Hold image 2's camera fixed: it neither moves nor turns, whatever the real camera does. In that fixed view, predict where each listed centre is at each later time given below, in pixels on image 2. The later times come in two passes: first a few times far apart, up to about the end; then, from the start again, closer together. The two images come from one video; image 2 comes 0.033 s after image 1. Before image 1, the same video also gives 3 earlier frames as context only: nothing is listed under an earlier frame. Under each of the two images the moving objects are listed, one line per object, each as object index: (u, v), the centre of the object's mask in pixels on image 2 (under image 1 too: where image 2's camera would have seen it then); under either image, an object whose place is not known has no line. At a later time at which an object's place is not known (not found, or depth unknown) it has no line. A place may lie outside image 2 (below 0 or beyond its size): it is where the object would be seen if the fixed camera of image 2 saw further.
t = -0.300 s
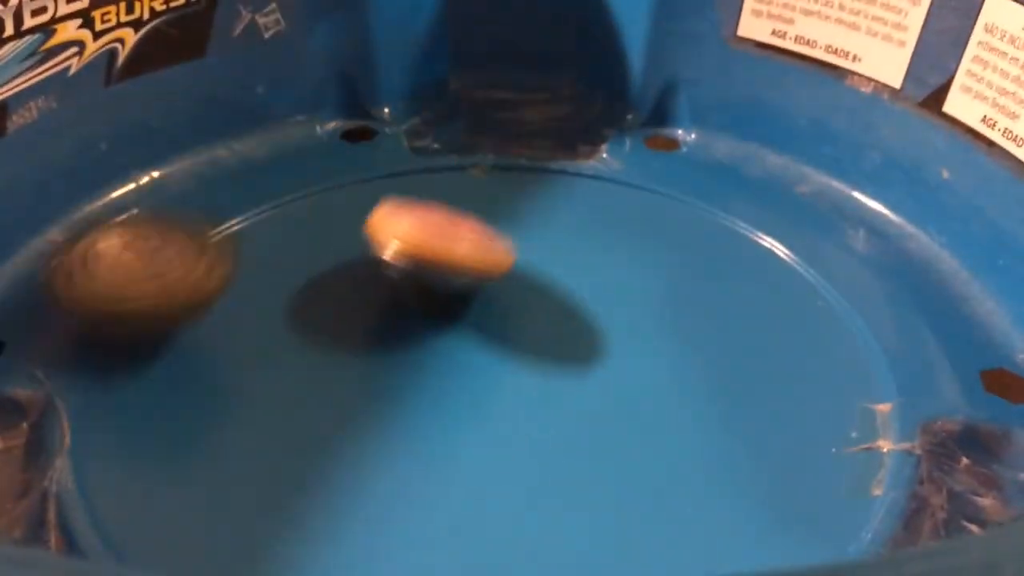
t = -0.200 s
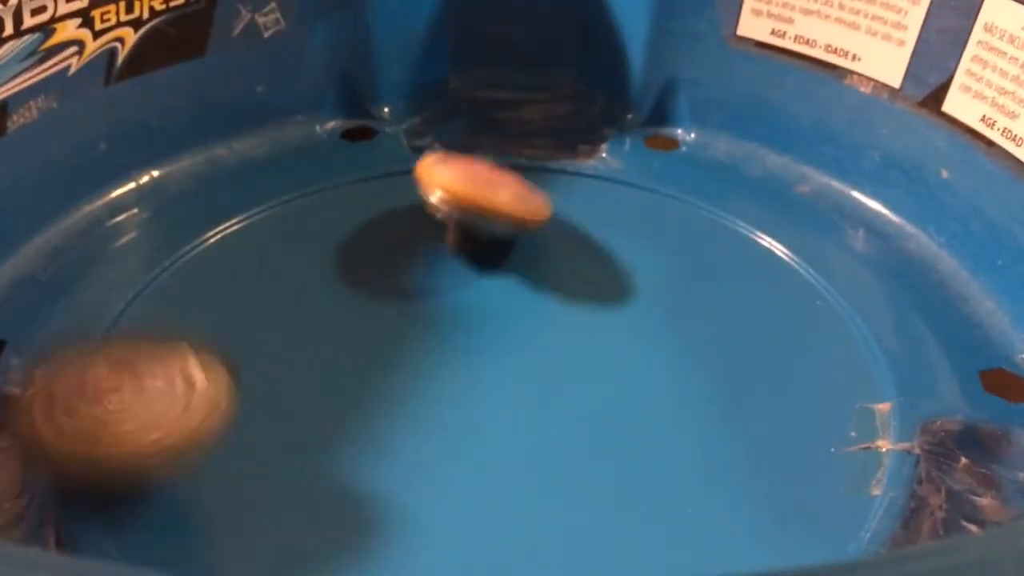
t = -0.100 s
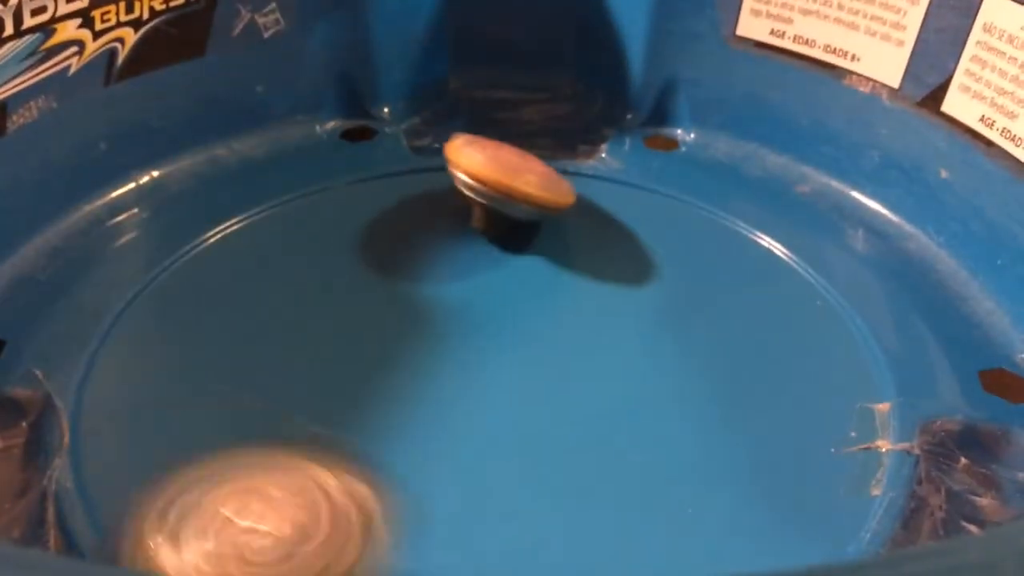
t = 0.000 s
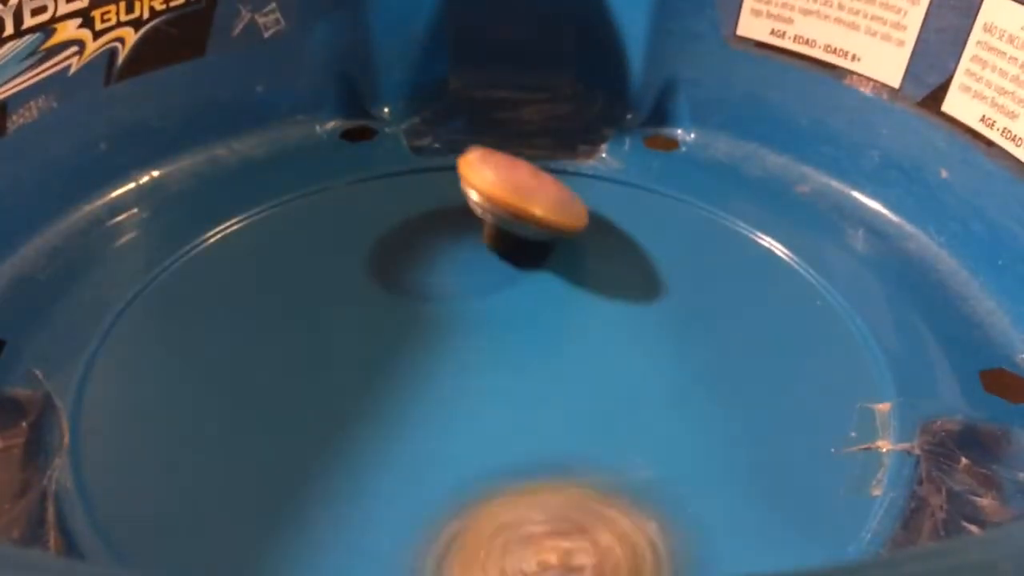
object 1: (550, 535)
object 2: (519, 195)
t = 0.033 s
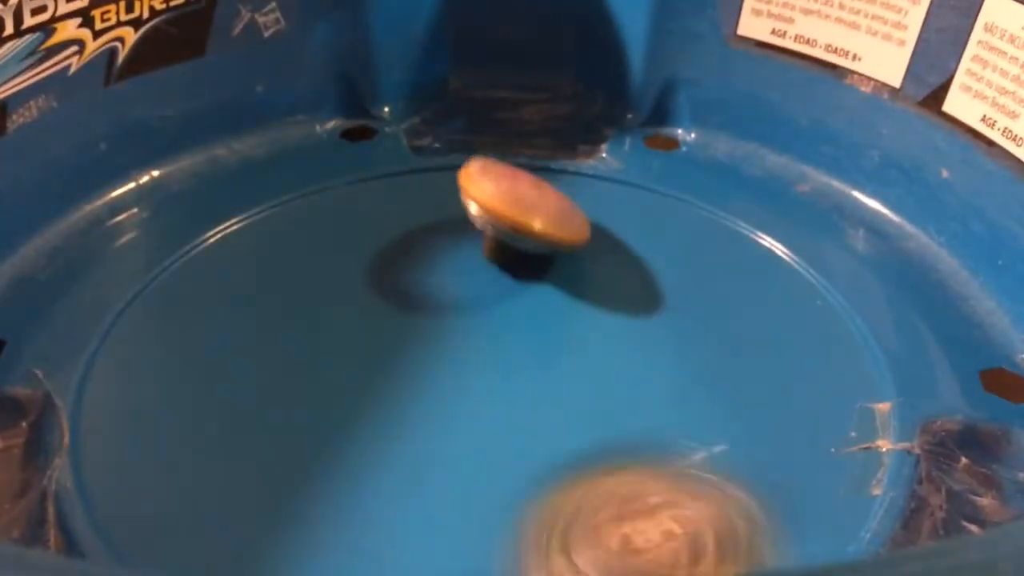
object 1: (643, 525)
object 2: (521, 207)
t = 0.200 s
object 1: (833, 332)
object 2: (503, 300)
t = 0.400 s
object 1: (591, 166)
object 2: (460, 411)
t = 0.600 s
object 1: (300, 198)
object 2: (461, 397)
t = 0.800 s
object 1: (167, 397)
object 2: (509, 261)
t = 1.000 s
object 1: (524, 524)
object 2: (519, 152)
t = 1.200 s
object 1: (802, 355)
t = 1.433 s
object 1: (623, 178)
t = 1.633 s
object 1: (453, 199)
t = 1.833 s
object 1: (456, 331)
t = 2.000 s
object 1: (638, 403)
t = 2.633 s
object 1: (351, 289)
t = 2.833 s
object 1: (336, 383)
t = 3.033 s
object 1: (509, 396)
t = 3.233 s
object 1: (587, 296)
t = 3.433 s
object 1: (491, 242)
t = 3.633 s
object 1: (480, 262)
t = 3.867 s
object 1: (535, 333)
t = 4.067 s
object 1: (626, 363)
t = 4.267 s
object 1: (643, 360)
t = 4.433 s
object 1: (570, 396)
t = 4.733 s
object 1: (429, 521)
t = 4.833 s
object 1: (425, 521)
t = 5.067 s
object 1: (411, 419)
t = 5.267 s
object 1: (353, 299)
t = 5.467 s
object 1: (301, 226)
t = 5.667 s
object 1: (327, 236)
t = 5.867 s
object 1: (455, 276)
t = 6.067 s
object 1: (622, 286)
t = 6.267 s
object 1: (723, 275)
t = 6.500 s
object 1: (670, 302)
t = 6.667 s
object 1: (573, 365)
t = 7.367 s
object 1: (412, 387)
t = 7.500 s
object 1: (396, 317)
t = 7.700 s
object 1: (364, 243)
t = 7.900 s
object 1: (371, 240)
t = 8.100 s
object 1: (458, 281)
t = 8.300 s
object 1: (596, 310)
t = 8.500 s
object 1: (697, 315)
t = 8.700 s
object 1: (673, 325)
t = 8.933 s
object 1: (533, 373)
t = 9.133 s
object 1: (406, 419)
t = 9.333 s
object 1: (352, 437)
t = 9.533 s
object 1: (388, 395)
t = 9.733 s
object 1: (430, 311)
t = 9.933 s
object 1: (443, 247)
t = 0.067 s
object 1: (725, 507)
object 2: (519, 221)
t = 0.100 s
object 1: (786, 473)
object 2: (517, 238)
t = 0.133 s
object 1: (821, 429)
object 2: (514, 256)
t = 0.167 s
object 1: (837, 377)
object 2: (509, 277)
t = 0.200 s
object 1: (833, 332)
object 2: (503, 300)
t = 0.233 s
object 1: (815, 291)
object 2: (495, 322)
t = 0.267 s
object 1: (783, 254)
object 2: (487, 344)
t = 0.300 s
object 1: (743, 224)
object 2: (480, 364)
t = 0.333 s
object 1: (696, 199)
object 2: (472, 382)
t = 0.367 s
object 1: (647, 179)
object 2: (466, 397)
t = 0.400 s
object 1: (591, 166)
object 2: (460, 411)
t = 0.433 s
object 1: (536, 160)
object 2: (455, 420)
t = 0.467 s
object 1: (482, 160)
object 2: (452, 424)
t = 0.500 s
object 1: (436, 163)
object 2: (451, 425)
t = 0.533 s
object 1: (387, 171)
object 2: (452, 420)
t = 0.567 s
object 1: (344, 183)
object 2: (456, 411)
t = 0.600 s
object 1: (300, 198)
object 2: (461, 397)
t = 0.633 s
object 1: (256, 222)
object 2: (467, 380)
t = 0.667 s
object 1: (217, 250)
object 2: (476, 359)
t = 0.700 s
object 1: (189, 281)
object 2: (484, 336)
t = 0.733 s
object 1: (168, 316)
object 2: (494, 311)
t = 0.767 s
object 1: (161, 355)
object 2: (502, 286)
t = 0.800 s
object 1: (167, 397)
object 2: (509, 261)
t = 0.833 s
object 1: (187, 436)
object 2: (515, 237)
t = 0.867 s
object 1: (228, 478)
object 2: (519, 216)
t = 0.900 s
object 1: (279, 502)
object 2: (521, 194)
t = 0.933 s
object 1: (344, 516)
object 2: (522, 177)
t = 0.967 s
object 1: (437, 525)
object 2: (522, 163)
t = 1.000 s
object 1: (524, 524)
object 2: (519, 152)
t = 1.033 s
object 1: (606, 518)
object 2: (515, 143)
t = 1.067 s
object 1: (678, 503)
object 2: (509, 138)
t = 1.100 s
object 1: (734, 479)
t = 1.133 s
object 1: (775, 435)
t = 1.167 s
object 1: (795, 393)
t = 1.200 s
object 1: (802, 355)
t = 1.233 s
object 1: (792, 314)
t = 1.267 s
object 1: (772, 280)
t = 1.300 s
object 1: (741, 248)
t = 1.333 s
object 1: (707, 225)
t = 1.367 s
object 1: (664, 206)
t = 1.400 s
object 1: (629, 190)
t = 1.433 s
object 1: (623, 178)
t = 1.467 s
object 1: (602, 170)
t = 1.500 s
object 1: (574, 164)
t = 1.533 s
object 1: (543, 164)
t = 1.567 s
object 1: (511, 171)
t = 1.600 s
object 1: (479, 184)
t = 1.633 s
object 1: (453, 199)
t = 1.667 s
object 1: (433, 220)
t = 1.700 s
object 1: (419, 244)
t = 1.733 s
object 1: (415, 262)
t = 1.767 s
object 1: (423, 284)
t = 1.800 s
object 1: (438, 309)
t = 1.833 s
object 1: (456, 331)
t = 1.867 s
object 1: (483, 354)
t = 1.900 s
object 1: (515, 373)
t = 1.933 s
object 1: (552, 389)
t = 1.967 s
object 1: (597, 400)
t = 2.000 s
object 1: (638, 403)
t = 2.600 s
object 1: (376, 271)
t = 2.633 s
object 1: (351, 289)
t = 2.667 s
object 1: (332, 309)
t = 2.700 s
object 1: (321, 327)
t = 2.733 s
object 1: (315, 341)
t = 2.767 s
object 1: (314, 354)
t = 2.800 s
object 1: (323, 369)
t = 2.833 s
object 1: (336, 383)
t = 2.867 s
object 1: (356, 394)
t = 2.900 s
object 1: (380, 402)
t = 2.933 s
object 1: (411, 409)
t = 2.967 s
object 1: (443, 409)
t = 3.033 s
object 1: (509, 396)
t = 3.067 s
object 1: (536, 384)
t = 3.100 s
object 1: (559, 369)
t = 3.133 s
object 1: (576, 352)
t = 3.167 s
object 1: (586, 333)
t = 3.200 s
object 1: (589, 314)
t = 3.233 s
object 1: (587, 296)
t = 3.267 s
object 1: (579, 281)
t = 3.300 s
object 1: (567, 268)
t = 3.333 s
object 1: (551, 256)
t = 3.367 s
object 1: (532, 248)
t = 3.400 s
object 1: (512, 243)
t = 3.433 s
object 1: (491, 242)
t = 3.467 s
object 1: (484, 241)
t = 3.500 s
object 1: (484, 243)
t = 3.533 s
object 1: (482, 246)
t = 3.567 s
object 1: (481, 250)
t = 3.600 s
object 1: (480, 255)
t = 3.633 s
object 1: (480, 262)
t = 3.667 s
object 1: (483, 270)
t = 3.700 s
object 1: (486, 280)
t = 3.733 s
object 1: (491, 290)
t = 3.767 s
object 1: (498, 302)
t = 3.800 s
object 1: (509, 313)
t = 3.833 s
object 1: (521, 323)
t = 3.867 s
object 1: (535, 333)
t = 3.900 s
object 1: (551, 342)
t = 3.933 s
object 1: (569, 349)
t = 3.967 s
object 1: (585, 354)
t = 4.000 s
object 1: (599, 358)
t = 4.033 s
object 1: (614, 361)
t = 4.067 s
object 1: (626, 363)
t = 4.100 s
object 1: (636, 362)
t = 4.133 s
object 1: (644, 363)
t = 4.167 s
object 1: (648, 363)
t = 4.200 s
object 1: (648, 363)
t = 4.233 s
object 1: (646, 362)
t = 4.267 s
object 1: (643, 360)
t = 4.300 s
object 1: (638, 358)
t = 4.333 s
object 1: (630, 356)
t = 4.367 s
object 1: (618, 357)
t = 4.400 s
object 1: (593, 378)
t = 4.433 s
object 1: (570, 396)
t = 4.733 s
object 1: (429, 521)
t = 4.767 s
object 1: (426, 523)
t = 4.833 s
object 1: (425, 521)
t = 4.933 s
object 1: (429, 500)
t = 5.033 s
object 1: (419, 442)
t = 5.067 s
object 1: (411, 419)
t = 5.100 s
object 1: (401, 396)
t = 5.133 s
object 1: (392, 375)
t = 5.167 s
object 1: (381, 355)
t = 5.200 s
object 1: (373, 337)
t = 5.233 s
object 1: (361, 318)
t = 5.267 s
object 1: (353, 299)
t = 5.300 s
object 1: (343, 281)
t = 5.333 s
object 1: (334, 268)
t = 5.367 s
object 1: (324, 251)
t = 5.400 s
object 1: (315, 241)
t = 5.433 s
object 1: (308, 233)
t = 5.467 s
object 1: (301, 226)
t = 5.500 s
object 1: (300, 225)
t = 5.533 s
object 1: (300, 224)
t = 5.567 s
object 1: (302, 224)
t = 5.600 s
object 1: (307, 226)
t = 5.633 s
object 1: (316, 228)
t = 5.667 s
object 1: (327, 236)
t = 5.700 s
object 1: (342, 240)
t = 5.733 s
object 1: (358, 248)
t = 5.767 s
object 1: (382, 258)
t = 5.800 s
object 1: (403, 264)
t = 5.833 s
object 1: (429, 271)
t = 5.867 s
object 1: (455, 276)
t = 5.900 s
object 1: (483, 280)
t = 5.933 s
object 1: (510, 283)
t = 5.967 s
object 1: (541, 286)
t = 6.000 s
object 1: (569, 286)
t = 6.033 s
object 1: (597, 286)
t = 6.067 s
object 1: (622, 286)
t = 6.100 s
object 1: (648, 285)
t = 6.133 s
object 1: (670, 283)
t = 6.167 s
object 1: (691, 281)
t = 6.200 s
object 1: (704, 279)
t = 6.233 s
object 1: (717, 276)
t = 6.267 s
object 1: (723, 275)
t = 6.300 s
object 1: (726, 275)
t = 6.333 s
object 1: (725, 276)
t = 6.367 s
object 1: (718, 277)
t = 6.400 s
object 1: (710, 282)
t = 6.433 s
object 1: (702, 287)
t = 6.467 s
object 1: (688, 294)
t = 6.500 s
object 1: (670, 302)
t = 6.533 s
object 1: (652, 313)
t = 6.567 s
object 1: (633, 325)
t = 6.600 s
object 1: (613, 337)
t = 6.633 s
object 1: (593, 351)
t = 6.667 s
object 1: (573, 365)
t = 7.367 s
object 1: (412, 387)
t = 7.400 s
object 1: (408, 369)
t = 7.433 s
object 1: (404, 351)
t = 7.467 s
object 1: (398, 333)
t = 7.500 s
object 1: (396, 317)
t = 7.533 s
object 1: (391, 301)
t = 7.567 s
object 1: (386, 284)
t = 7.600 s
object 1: (379, 273)
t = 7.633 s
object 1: (374, 259)
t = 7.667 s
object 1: (369, 248)
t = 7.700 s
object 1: (364, 243)
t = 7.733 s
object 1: (361, 237)
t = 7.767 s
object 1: (359, 233)
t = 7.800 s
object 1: (361, 233)
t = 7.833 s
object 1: (363, 231)
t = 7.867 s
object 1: (365, 233)
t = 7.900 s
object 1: (371, 240)
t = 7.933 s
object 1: (378, 243)
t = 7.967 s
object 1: (388, 250)
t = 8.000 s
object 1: (402, 257)
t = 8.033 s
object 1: (419, 264)
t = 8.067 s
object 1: (438, 274)
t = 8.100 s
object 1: (458, 281)
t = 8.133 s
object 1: (480, 286)
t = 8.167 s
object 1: (504, 294)
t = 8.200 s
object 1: (527, 299)
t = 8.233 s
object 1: (550, 302)
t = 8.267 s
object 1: (575, 307)
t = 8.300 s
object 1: (596, 310)
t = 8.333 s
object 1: (619, 313)
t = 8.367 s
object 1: (642, 315)
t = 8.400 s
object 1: (660, 314)
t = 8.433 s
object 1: (677, 314)
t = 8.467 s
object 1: (688, 314)
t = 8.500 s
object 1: (697, 315)
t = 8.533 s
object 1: (700, 315)
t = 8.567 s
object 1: (701, 316)
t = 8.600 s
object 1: (698, 317)
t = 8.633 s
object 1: (694, 319)
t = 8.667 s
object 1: (686, 323)
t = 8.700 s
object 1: (673, 325)
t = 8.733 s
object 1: (657, 330)
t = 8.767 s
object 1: (640, 336)
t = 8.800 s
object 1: (619, 343)
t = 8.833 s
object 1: (600, 350)
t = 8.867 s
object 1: (577, 357)
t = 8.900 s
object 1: (556, 365)
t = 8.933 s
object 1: (533, 373)
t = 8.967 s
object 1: (510, 381)
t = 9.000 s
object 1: (488, 389)
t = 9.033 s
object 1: (467, 399)
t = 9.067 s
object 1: (443, 405)
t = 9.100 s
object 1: (426, 414)
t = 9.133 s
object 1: (406, 419)
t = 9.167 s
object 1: (388, 426)
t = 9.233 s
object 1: (365, 435)
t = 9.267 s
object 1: (360, 439)
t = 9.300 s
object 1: (355, 437)
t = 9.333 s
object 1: (352, 437)
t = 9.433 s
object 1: (364, 426)
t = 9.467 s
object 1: (369, 416)
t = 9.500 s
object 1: (379, 403)
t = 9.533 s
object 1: (388, 395)
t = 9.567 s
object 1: (398, 380)
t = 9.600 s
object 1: (405, 368)
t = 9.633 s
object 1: (413, 352)
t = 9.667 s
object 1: (419, 337)
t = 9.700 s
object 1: (426, 324)
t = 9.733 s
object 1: (430, 311)
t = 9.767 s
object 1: (435, 297)
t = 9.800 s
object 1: (438, 284)
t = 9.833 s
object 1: (440, 270)
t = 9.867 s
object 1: (441, 262)
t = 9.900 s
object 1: (443, 253)
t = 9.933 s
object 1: (443, 247)
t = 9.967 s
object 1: (443, 241)
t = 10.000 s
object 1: (445, 237)
